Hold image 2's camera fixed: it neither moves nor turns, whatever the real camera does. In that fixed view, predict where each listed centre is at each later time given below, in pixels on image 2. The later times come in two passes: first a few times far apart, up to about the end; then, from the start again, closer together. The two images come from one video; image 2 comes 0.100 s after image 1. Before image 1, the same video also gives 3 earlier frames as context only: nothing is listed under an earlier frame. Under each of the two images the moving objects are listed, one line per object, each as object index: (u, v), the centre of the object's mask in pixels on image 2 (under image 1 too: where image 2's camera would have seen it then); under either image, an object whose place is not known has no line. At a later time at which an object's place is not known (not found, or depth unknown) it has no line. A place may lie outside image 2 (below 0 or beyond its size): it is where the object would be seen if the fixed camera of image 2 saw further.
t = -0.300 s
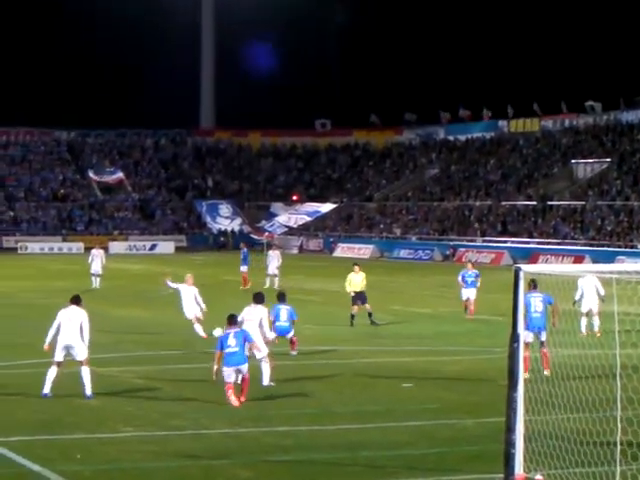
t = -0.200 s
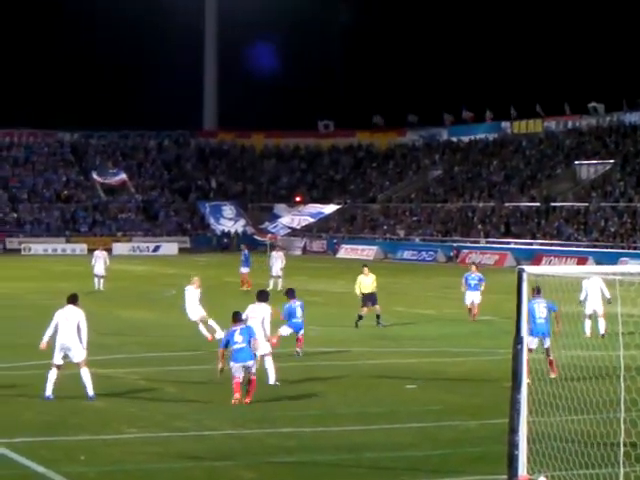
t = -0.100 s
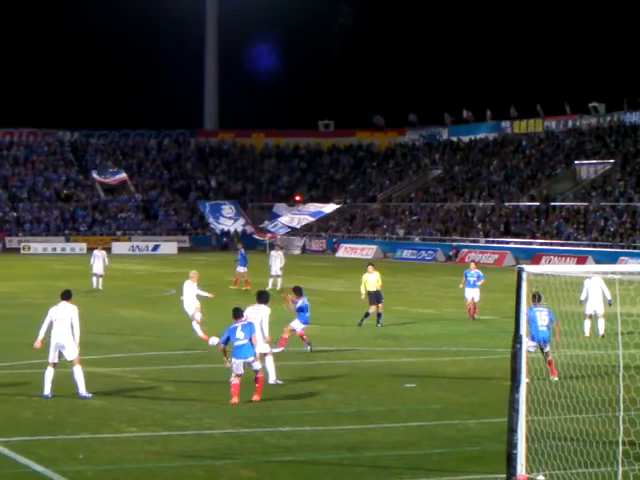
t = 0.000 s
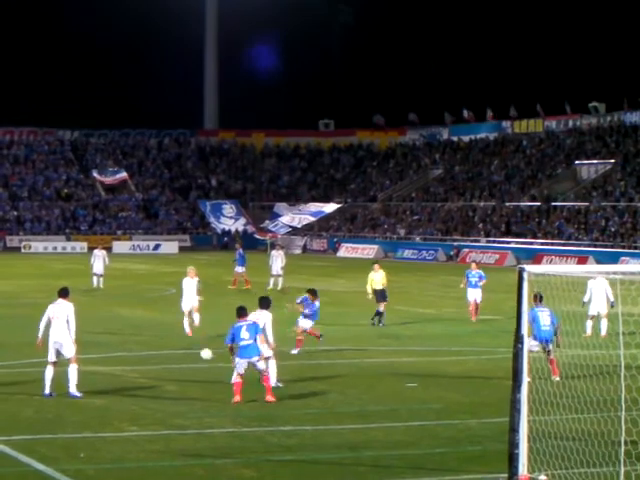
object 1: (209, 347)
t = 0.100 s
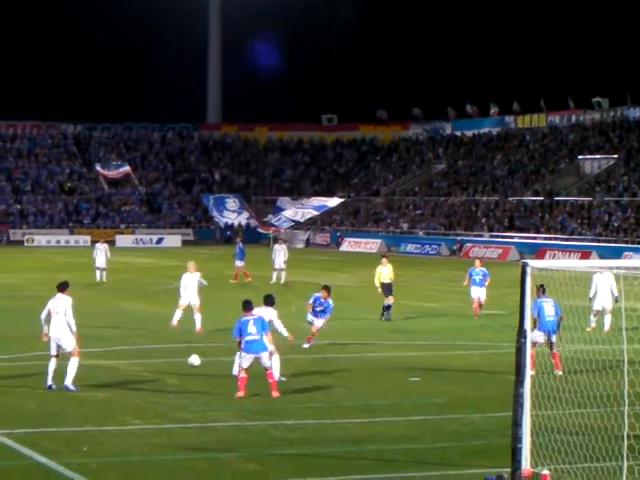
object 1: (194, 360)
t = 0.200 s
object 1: (175, 374)
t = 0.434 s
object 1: (117, 404)
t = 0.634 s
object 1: (48, 441)
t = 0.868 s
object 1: (-45, 493)
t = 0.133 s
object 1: (188, 363)
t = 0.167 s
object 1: (182, 369)
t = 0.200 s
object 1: (175, 374)
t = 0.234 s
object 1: (168, 377)
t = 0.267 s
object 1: (161, 381)
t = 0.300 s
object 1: (153, 385)
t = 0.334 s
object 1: (145, 390)
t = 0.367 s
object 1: (135, 397)
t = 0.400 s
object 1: (126, 401)
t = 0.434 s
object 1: (117, 404)
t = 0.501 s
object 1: (96, 412)
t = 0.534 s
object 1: (84, 419)
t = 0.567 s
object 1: (72, 426)
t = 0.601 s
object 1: (60, 437)
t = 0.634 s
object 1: (48, 441)
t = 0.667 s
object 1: (36, 445)
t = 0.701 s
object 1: (24, 449)
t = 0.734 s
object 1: (11, 456)
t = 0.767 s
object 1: (-2, 464)
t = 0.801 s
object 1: (-15, 474)
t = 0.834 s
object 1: (-30, 486)
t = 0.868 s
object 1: (-45, 493)
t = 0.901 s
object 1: (-60, 497)
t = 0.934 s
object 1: (-75, 502)
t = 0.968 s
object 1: (-90, 508)
